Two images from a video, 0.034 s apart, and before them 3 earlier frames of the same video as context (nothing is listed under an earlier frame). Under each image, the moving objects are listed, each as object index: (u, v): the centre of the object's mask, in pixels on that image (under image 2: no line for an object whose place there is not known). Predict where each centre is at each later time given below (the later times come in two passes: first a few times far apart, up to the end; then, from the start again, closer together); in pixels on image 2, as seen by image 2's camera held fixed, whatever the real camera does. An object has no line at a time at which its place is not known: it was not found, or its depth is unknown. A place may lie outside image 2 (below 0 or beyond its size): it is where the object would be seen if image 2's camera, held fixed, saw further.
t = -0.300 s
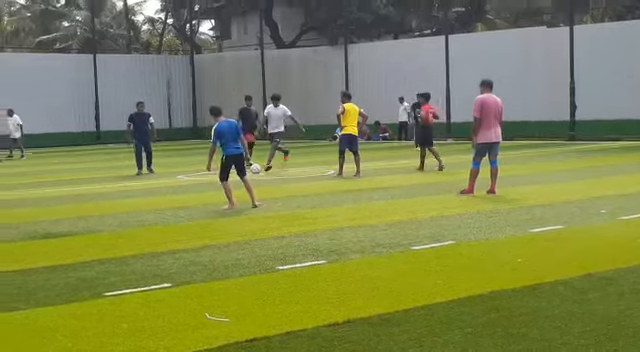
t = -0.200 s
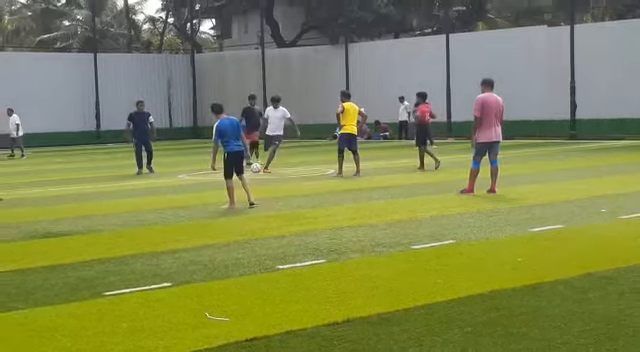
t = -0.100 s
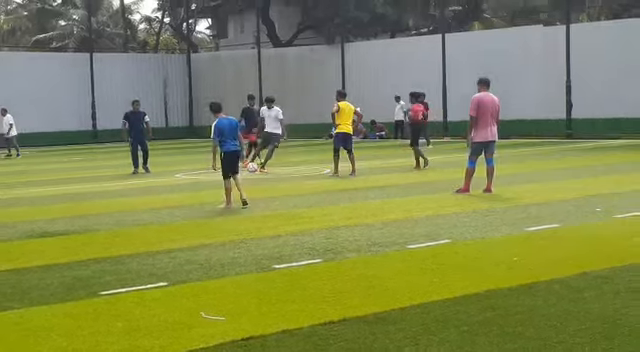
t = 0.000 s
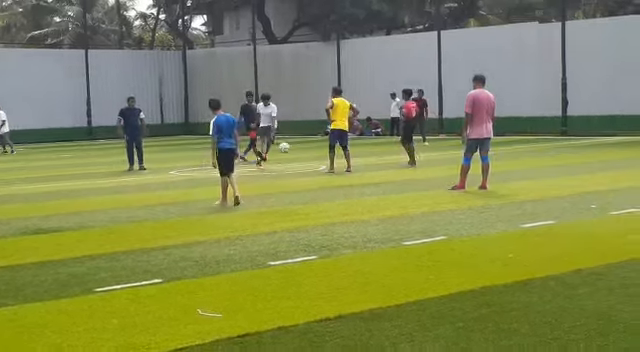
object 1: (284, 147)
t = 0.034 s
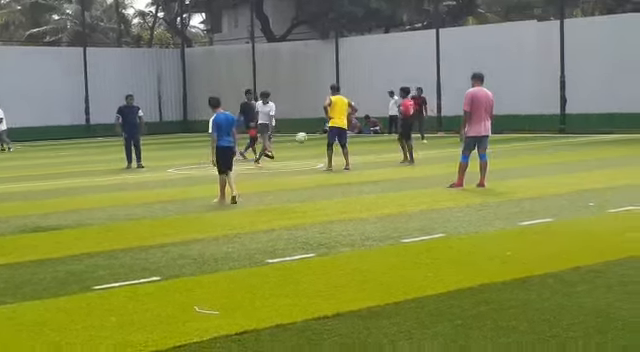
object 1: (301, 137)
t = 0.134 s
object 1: (363, 115)
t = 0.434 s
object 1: (614, 67)
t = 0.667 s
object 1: (933, 57)
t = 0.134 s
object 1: (363, 115)
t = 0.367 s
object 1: (548, 74)
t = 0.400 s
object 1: (580, 70)
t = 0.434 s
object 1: (614, 67)
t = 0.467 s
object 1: (650, 64)
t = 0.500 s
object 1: (690, 60)
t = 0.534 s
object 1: (732, 58)
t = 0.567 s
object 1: (778, 57)
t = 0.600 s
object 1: (827, 56)
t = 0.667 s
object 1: (933, 57)
